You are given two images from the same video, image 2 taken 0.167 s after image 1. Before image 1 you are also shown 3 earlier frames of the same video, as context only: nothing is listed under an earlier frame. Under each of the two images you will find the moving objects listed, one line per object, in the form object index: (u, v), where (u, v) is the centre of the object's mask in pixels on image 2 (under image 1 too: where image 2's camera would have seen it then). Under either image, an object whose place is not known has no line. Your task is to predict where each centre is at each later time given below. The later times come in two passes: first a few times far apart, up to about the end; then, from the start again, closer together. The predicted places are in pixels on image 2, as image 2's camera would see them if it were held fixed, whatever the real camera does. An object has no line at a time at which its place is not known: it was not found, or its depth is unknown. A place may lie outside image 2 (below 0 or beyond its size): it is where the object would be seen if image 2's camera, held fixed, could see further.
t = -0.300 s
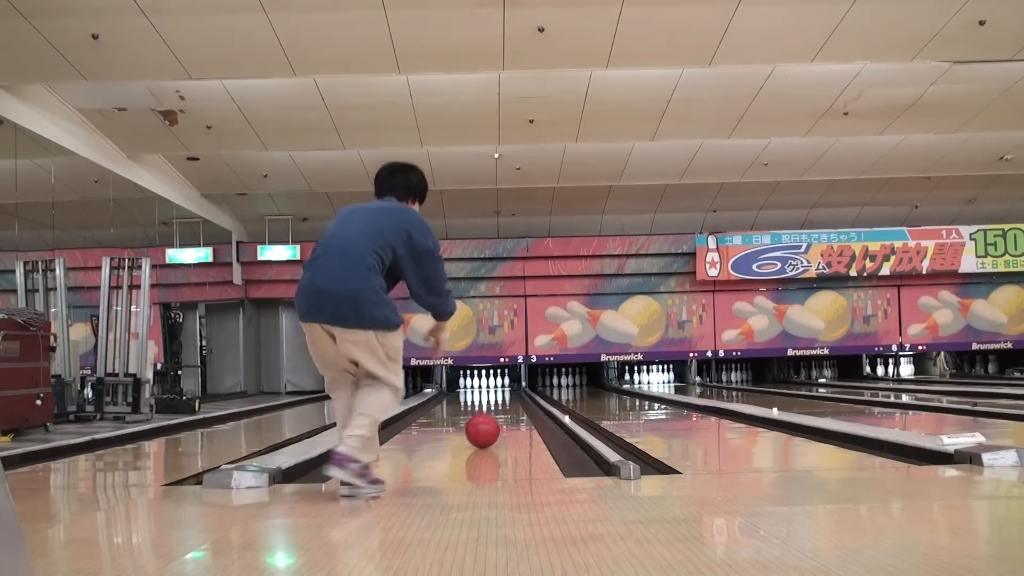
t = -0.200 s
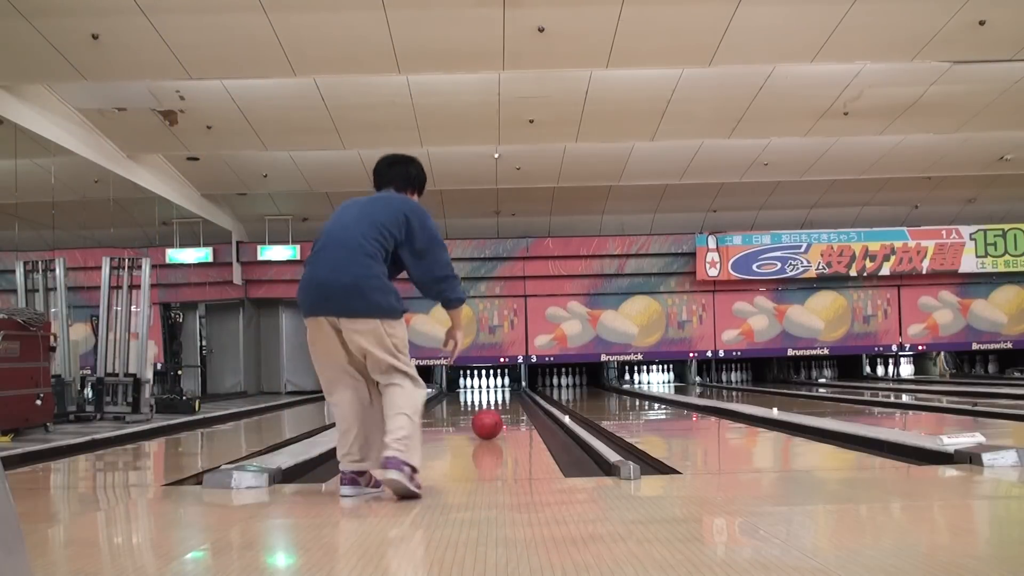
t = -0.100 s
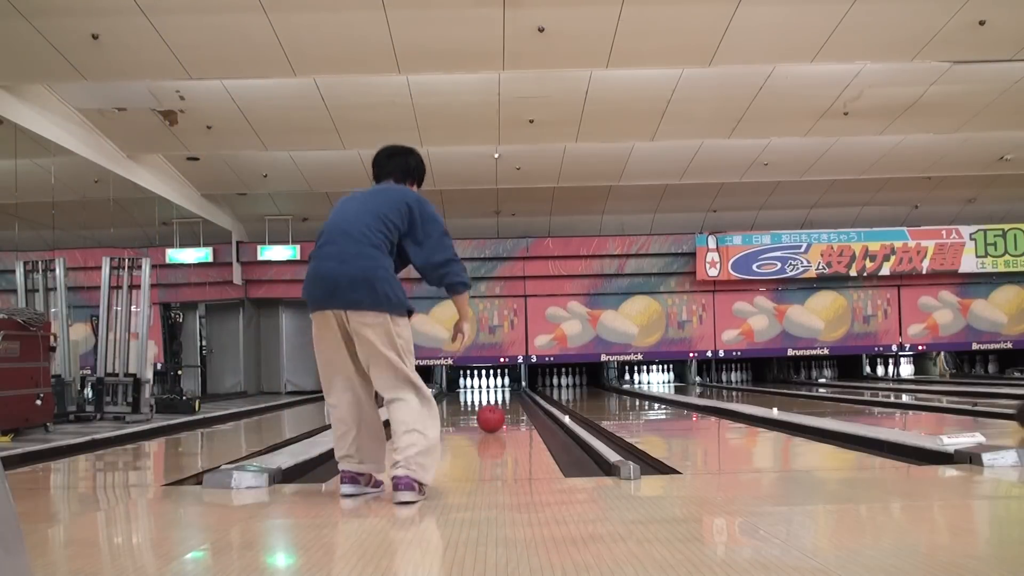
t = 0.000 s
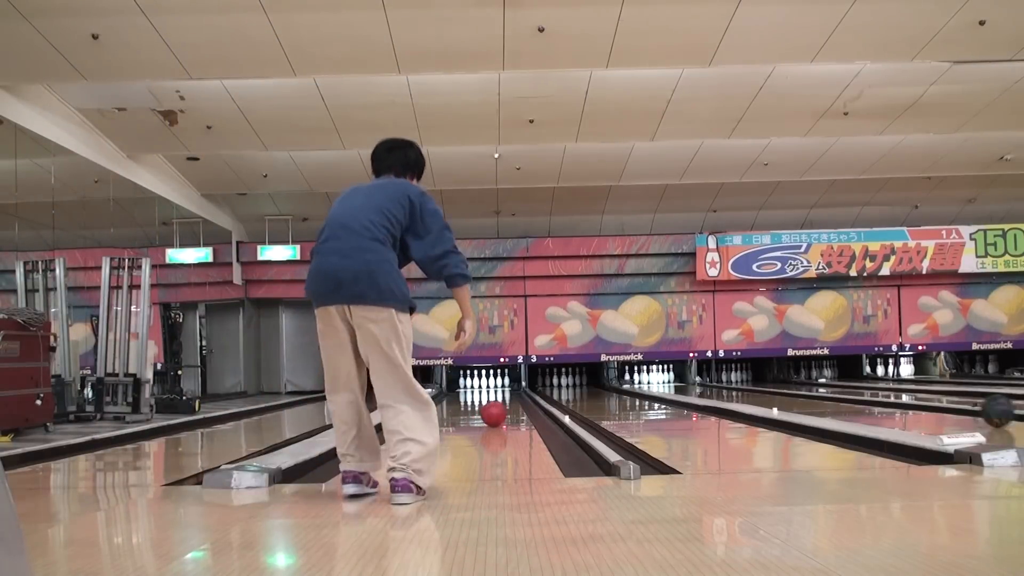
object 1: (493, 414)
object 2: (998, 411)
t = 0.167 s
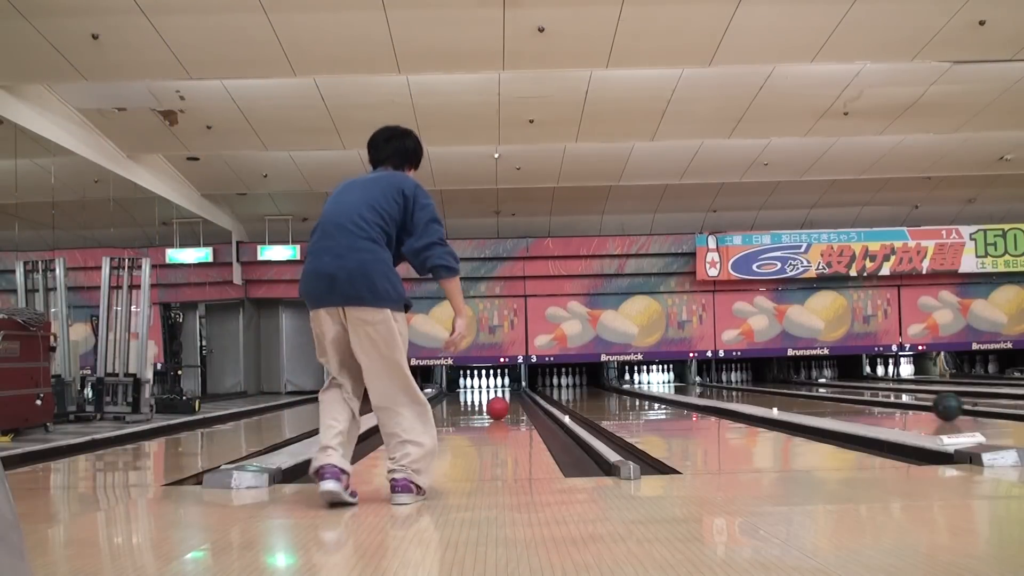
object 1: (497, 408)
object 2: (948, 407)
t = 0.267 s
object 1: (499, 405)
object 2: (922, 405)
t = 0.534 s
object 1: (503, 399)
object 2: (866, 399)
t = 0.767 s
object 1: (506, 395)
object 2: (828, 396)
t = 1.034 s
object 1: (507, 391)
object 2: (794, 393)
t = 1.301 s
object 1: (508, 389)
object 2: (765, 389)
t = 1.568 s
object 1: (508, 385)
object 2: (741, 387)
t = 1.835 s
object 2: (720, 386)
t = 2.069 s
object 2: (706, 386)
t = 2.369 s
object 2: (687, 382)
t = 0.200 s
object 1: (498, 407)
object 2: (939, 406)
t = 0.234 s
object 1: (498, 406)
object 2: (930, 405)
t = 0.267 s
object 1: (499, 405)
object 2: (922, 405)
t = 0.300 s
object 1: (499, 405)
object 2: (914, 404)
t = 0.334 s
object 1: (500, 404)
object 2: (906, 403)
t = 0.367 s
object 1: (501, 403)
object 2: (900, 403)
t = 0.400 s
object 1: (501, 402)
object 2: (892, 402)
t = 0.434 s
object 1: (502, 402)
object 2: (885, 402)
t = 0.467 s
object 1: (503, 400)
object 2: (878, 401)
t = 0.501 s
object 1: (503, 400)
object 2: (873, 400)
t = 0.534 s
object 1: (503, 399)
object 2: (866, 399)
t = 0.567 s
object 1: (504, 399)
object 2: (860, 399)
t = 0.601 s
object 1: (504, 398)
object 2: (855, 398)
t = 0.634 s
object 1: (504, 397)
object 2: (849, 398)
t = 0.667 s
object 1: (505, 397)
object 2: (844, 398)
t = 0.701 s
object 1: (505, 396)
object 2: (838, 397)
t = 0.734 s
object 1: (505, 396)
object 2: (833, 396)
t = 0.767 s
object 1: (506, 395)
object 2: (828, 396)
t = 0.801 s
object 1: (506, 395)
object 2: (824, 395)
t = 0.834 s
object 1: (506, 394)
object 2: (819, 395)
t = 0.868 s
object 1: (506, 394)
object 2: (815, 394)
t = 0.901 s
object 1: (506, 393)
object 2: (810, 394)
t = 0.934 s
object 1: (507, 393)
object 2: (806, 394)
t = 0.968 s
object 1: (507, 392)
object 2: (801, 393)
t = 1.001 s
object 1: (507, 391)
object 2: (797, 393)
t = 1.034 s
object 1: (507, 391)
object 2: (794, 393)
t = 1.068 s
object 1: (507, 391)
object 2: (790, 392)
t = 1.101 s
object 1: (507, 390)
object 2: (786, 392)
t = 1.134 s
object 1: (508, 390)
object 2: (782, 392)
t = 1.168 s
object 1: (508, 390)
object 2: (778, 391)
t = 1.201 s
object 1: (508, 389)
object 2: (775, 391)
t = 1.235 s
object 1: (508, 389)
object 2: (772, 391)
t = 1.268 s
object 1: (508, 389)
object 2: (768, 390)
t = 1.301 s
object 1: (508, 389)
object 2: (765, 389)
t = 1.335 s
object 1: (508, 388)
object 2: (762, 389)
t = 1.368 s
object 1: (508, 388)
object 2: (759, 389)
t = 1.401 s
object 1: (508, 387)
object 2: (756, 389)
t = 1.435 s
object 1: (508, 387)
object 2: (753, 388)
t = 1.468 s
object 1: (508, 387)
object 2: (750, 388)
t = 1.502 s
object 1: (508, 387)
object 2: (747, 388)
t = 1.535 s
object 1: (508, 386)
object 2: (744, 388)
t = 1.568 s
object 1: (508, 385)
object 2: (741, 387)
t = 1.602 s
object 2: (738, 388)
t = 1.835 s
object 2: (720, 386)
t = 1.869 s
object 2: (718, 386)
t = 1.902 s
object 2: (717, 386)
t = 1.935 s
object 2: (714, 385)
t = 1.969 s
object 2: (712, 386)
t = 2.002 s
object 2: (710, 386)
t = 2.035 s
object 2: (708, 385)
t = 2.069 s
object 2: (706, 386)
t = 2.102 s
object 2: (702, 385)
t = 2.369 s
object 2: (687, 382)
